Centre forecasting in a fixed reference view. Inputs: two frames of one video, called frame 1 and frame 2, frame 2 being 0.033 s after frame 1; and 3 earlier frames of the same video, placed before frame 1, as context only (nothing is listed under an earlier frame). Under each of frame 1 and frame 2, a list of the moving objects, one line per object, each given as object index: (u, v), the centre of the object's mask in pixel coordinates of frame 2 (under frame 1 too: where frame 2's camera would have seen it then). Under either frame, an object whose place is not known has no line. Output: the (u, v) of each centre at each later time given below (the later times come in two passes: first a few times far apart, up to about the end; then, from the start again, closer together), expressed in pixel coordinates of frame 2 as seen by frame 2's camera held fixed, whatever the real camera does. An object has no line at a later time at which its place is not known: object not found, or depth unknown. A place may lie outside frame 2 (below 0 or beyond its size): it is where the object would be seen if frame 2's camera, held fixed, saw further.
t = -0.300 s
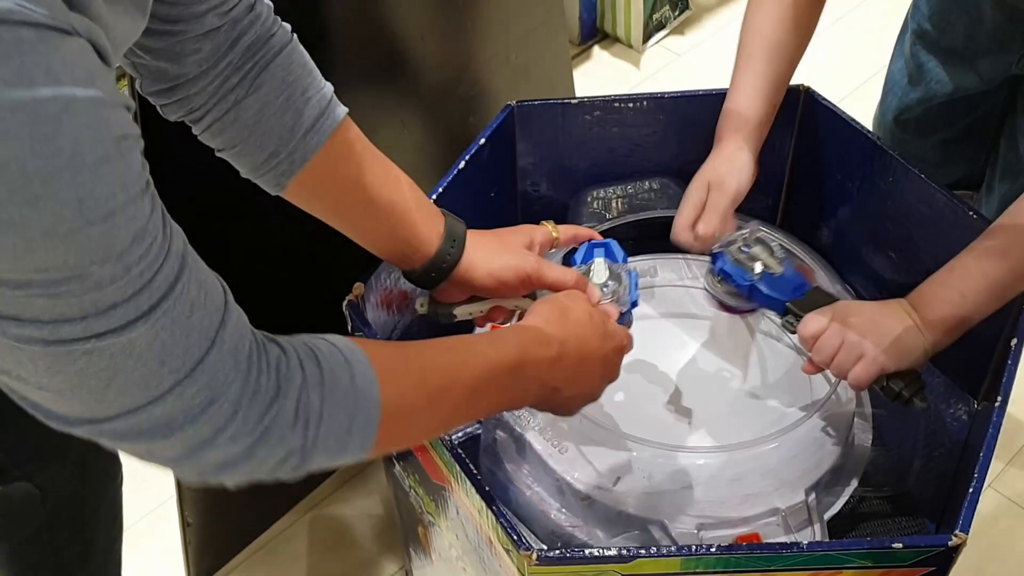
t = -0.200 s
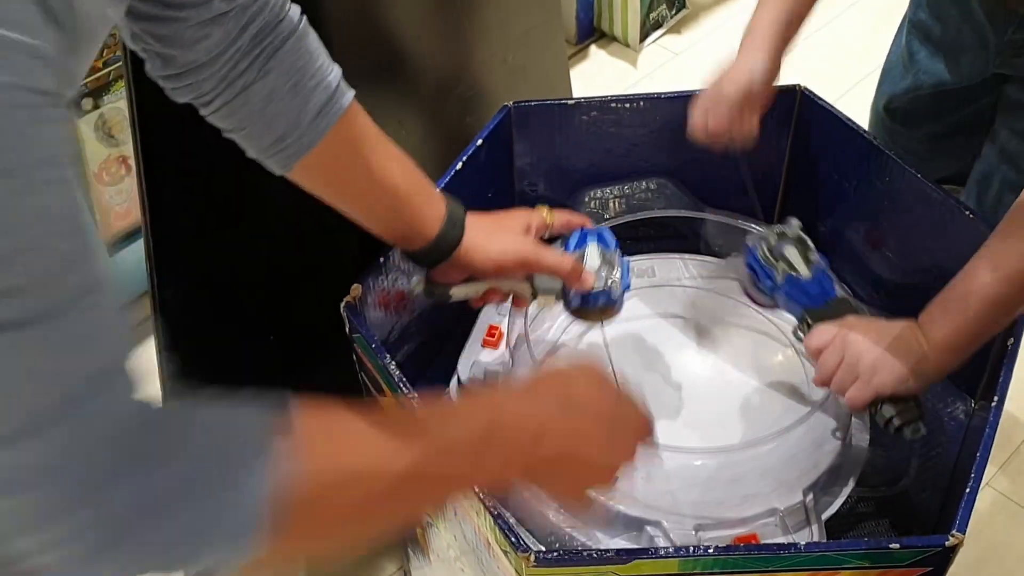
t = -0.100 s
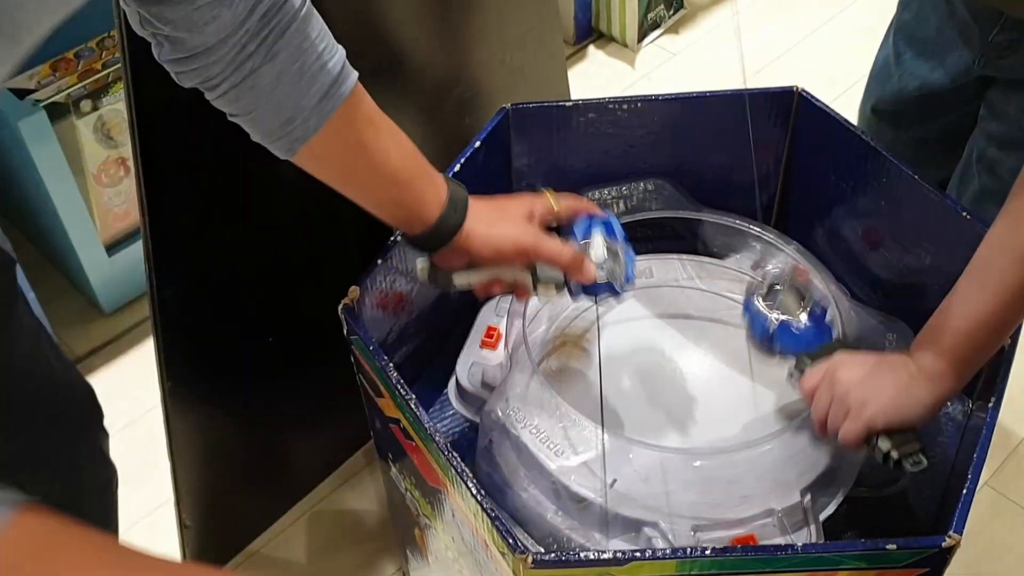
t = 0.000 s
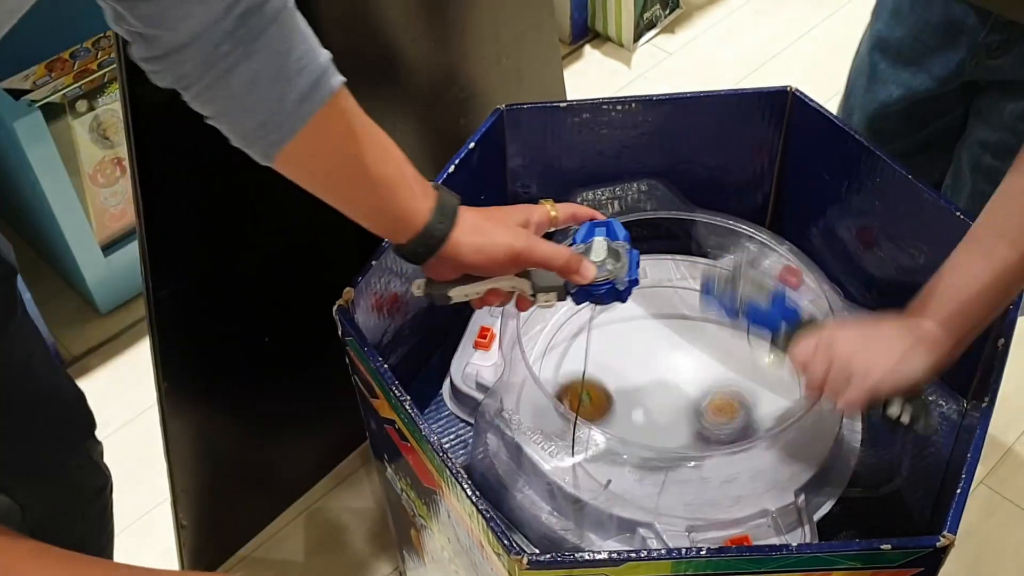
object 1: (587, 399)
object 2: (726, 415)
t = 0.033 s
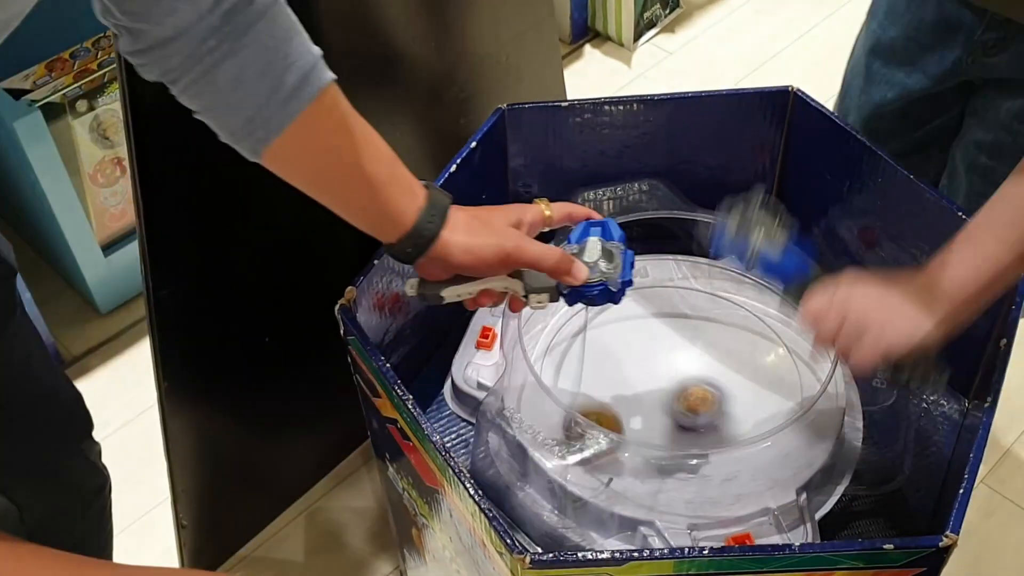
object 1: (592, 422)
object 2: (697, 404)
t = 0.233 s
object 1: (695, 469)
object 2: (598, 328)
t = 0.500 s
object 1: (711, 413)
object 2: (762, 311)
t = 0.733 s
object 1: (617, 368)
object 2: (660, 446)
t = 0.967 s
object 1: (643, 276)
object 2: (568, 344)
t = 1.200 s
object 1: (820, 366)
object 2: (654, 325)
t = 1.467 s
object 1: (780, 448)
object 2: (549, 401)
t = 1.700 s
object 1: (665, 391)
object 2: (543, 317)
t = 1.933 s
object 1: (678, 339)
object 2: (606, 310)
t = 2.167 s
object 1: (750, 340)
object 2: (636, 396)
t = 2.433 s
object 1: (721, 365)
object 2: (566, 371)
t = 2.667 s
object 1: (725, 352)
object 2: (614, 390)
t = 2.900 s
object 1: (747, 352)
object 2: (573, 397)
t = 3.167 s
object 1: (698, 341)
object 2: (621, 419)
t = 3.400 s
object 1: (730, 297)
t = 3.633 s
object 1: (705, 384)
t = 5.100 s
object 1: (645, 373)
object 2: (694, 324)
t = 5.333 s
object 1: (646, 368)
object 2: (658, 306)
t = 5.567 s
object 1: (656, 377)
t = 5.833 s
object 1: (674, 395)
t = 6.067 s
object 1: (687, 387)
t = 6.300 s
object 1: (678, 369)
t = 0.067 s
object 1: (609, 448)
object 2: (669, 395)
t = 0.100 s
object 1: (629, 452)
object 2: (642, 394)
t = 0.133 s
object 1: (648, 464)
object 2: (621, 385)
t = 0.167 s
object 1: (666, 470)
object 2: (609, 368)
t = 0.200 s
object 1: (681, 467)
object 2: (600, 350)
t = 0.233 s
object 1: (695, 469)
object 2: (598, 328)
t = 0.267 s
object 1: (706, 463)
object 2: (606, 305)
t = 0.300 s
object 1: (715, 458)
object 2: (621, 281)
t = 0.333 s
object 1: (721, 451)
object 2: (649, 273)
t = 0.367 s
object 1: (724, 442)
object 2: (681, 271)
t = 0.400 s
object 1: (721, 429)
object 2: (707, 268)
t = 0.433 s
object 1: (720, 425)
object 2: (731, 272)
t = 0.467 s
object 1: (717, 421)
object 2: (750, 291)
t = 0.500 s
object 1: (711, 413)
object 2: (762, 311)
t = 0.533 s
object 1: (705, 407)
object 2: (770, 335)
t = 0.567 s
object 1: (697, 401)
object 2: (771, 362)
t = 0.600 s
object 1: (691, 396)
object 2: (761, 390)
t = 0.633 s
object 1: (678, 389)
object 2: (743, 413)
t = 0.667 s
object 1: (655, 382)
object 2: (724, 432)
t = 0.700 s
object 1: (635, 375)
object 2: (694, 444)
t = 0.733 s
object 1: (617, 368)
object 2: (660, 446)
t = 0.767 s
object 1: (605, 362)
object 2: (628, 441)
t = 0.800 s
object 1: (594, 357)
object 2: (600, 414)
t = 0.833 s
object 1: (588, 352)
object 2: (578, 398)
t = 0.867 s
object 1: (586, 346)
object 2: (560, 379)
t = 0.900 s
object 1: (598, 329)
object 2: (549, 365)
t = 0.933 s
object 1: (620, 301)
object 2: (557, 352)
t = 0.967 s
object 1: (643, 276)
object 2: (568, 344)
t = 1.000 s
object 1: (674, 264)
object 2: (576, 339)
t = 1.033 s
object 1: (703, 262)
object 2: (583, 328)
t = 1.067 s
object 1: (736, 278)
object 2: (593, 319)
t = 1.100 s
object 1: (765, 296)
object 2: (605, 313)
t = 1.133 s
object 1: (791, 314)
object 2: (621, 311)
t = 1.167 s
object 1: (807, 340)
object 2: (638, 315)
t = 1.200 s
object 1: (820, 366)
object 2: (654, 325)
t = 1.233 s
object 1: (829, 389)
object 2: (670, 338)
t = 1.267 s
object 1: (828, 413)
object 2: (680, 358)
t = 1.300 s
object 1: (819, 435)
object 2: (685, 377)
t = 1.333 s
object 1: (783, 440)
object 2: (683, 395)
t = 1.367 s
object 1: (743, 447)
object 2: (676, 412)
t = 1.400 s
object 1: (744, 453)
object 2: (639, 419)
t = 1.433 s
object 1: (770, 450)
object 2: (587, 416)
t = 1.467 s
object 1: (780, 448)
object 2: (549, 401)
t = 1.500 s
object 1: (765, 443)
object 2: (534, 383)
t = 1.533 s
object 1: (749, 443)
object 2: (529, 368)
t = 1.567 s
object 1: (729, 427)
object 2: (528, 355)
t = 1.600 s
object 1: (713, 423)
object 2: (531, 344)
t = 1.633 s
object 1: (695, 414)
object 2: (535, 333)
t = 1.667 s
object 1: (680, 400)
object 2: (541, 324)
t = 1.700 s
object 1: (665, 391)
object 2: (543, 317)
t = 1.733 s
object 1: (654, 380)
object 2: (547, 311)
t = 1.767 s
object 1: (645, 370)
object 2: (555, 307)
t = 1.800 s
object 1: (639, 360)
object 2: (565, 306)
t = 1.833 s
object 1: (636, 350)
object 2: (577, 308)
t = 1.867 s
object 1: (640, 343)
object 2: (589, 310)
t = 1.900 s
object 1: (660, 341)
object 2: (595, 308)
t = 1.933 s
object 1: (678, 339)
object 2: (606, 310)
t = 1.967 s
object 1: (691, 338)
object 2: (621, 316)
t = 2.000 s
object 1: (702, 337)
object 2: (636, 326)
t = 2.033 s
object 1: (711, 338)
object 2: (648, 340)
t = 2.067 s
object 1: (727, 337)
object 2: (650, 354)
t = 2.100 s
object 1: (739, 336)
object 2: (649, 369)
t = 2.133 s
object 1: (746, 338)
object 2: (644, 385)
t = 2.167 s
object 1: (750, 340)
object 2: (636, 396)
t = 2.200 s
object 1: (751, 343)
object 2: (624, 406)
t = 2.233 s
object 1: (750, 346)
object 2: (612, 410)
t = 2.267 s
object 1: (747, 349)
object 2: (598, 409)
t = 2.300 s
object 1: (744, 353)
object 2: (582, 404)
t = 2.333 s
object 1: (739, 356)
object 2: (570, 398)
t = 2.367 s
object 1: (733, 359)
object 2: (566, 389)
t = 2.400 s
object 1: (728, 363)
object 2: (565, 381)
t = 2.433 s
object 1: (721, 365)
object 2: (566, 371)
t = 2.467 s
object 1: (714, 367)
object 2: (570, 364)
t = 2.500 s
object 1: (708, 368)
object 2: (578, 359)
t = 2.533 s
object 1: (702, 369)
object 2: (590, 358)
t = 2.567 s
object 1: (696, 369)
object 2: (604, 360)
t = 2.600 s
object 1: (690, 369)
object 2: (618, 366)
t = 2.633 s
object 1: (699, 364)
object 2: (621, 376)
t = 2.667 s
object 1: (725, 352)
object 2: (614, 390)
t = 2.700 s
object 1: (749, 341)
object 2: (607, 400)
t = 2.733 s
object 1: (767, 332)
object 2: (602, 406)
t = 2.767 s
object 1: (776, 327)
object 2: (595, 408)
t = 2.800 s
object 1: (772, 332)
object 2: (589, 408)
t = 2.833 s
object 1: (766, 340)
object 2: (582, 406)
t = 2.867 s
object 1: (757, 343)
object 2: (574, 403)
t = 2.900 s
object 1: (747, 352)
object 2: (573, 397)
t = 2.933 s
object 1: (736, 358)
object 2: (573, 392)
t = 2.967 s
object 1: (725, 364)
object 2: (575, 388)
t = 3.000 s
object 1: (714, 369)
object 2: (580, 386)
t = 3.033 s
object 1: (703, 373)
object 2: (592, 385)
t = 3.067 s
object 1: (693, 376)
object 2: (604, 386)
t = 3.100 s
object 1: (684, 378)
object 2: (617, 389)
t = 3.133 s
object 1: (684, 372)
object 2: (622, 404)
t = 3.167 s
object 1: (698, 341)
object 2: (621, 419)
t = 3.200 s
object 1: (709, 319)
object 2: (616, 435)
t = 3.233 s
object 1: (718, 297)
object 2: (612, 444)
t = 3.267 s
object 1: (725, 278)
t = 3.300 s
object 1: (729, 270)
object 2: (603, 446)
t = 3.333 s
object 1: (732, 278)
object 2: (601, 441)
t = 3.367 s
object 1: (732, 286)
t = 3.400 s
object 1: (730, 297)
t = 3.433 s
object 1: (728, 310)
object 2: (605, 437)
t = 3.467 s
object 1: (725, 322)
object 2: (610, 439)
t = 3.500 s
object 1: (722, 335)
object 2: (616, 442)
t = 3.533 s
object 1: (718, 348)
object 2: (625, 446)
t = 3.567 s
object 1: (714, 360)
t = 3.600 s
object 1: (709, 372)
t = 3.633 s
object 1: (705, 384)
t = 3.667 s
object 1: (700, 393)
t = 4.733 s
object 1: (644, 377)
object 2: (761, 354)
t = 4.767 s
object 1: (644, 376)
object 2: (759, 352)
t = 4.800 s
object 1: (644, 376)
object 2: (755, 350)
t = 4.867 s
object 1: (644, 375)
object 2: (745, 346)
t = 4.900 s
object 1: (644, 375)
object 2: (738, 343)
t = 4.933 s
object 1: (643, 375)
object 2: (730, 340)
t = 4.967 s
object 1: (643, 374)
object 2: (722, 337)
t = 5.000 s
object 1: (643, 375)
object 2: (715, 334)
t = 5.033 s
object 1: (644, 374)
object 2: (708, 330)
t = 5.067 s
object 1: (645, 374)
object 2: (701, 327)
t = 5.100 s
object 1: (645, 373)
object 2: (694, 324)
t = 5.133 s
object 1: (646, 372)
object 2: (687, 320)
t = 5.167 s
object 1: (646, 371)
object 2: (681, 317)
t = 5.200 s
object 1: (646, 370)
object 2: (675, 314)
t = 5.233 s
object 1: (647, 369)
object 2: (670, 312)
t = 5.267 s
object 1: (646, 369)
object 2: (665, 309)
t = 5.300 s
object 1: (646, 368)
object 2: (661, 307)
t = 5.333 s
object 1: (646, 368)
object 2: (658, 306)
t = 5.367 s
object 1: (647, 369)
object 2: (655, 305)
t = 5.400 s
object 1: (648, 368)
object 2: (653, 307)
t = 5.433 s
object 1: (649, 368)
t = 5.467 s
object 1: (650, 368)
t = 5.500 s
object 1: (653, 372)
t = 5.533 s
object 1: (655, 375)
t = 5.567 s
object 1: (656, 377)
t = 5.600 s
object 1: (657, 381)
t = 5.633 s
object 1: (658, 383)
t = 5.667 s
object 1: (660, 386)
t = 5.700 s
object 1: (662, 390)
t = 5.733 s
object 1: (665, 392)
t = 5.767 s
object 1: (667, 393)
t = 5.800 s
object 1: (670, 394)
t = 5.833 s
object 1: (674, 395)
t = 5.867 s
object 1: (676, 395)
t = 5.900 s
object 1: (678, 395)
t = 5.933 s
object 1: (681, 394)
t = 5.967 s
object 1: (683, 392)
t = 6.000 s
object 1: (685, 390)
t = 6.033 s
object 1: (686, 389)
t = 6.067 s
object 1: (687, 387)
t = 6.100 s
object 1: (688, 384)
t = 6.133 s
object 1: (688, 381)
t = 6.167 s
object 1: (687, 379)
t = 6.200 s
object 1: (685, 376)
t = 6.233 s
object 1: (684, 374)
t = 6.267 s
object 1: (681, 372)
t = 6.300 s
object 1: (678, 369)
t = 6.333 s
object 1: (675, 368)
